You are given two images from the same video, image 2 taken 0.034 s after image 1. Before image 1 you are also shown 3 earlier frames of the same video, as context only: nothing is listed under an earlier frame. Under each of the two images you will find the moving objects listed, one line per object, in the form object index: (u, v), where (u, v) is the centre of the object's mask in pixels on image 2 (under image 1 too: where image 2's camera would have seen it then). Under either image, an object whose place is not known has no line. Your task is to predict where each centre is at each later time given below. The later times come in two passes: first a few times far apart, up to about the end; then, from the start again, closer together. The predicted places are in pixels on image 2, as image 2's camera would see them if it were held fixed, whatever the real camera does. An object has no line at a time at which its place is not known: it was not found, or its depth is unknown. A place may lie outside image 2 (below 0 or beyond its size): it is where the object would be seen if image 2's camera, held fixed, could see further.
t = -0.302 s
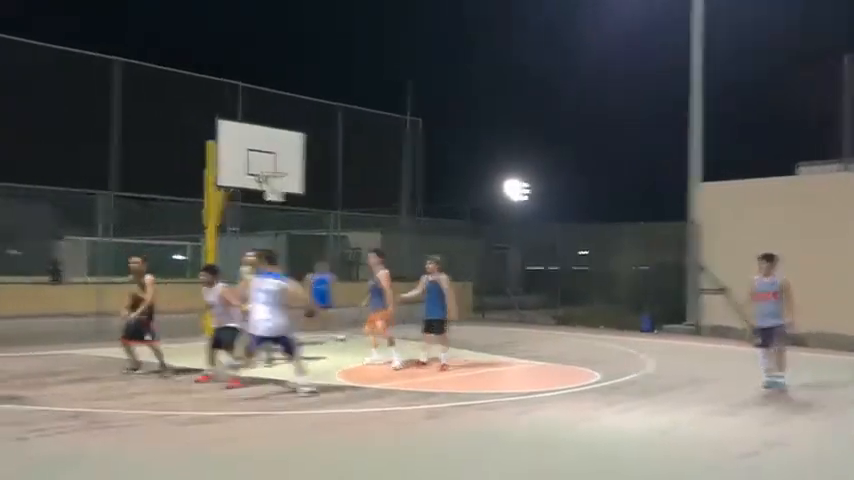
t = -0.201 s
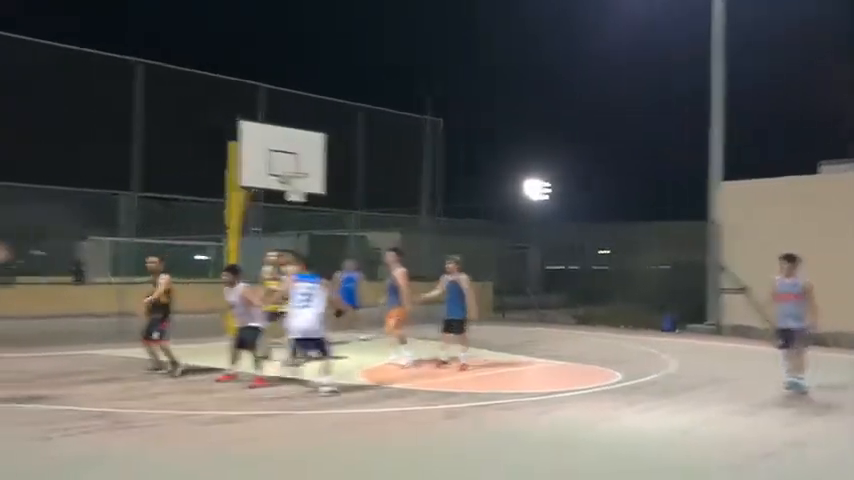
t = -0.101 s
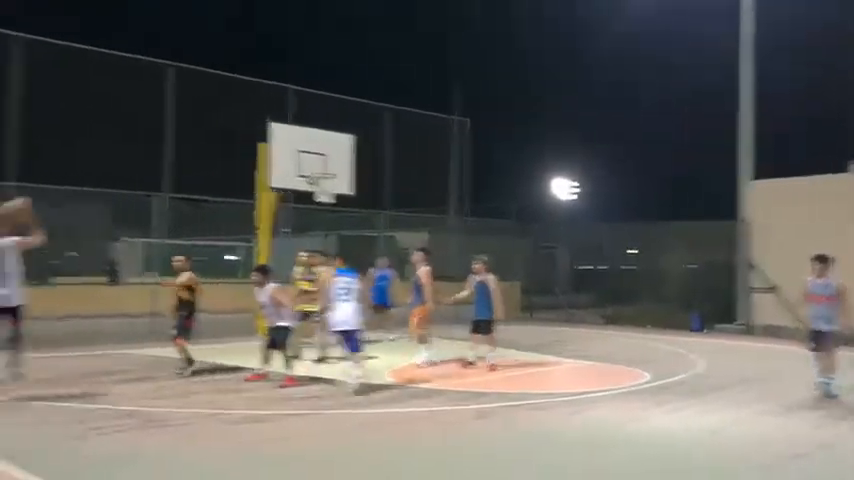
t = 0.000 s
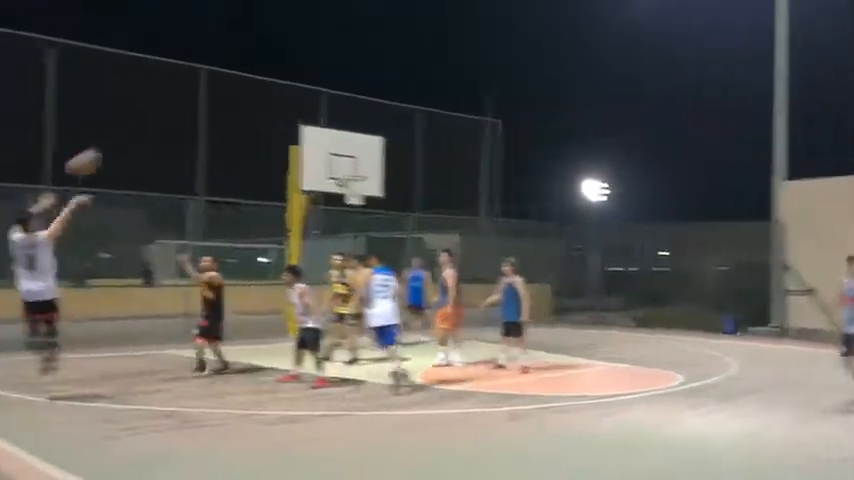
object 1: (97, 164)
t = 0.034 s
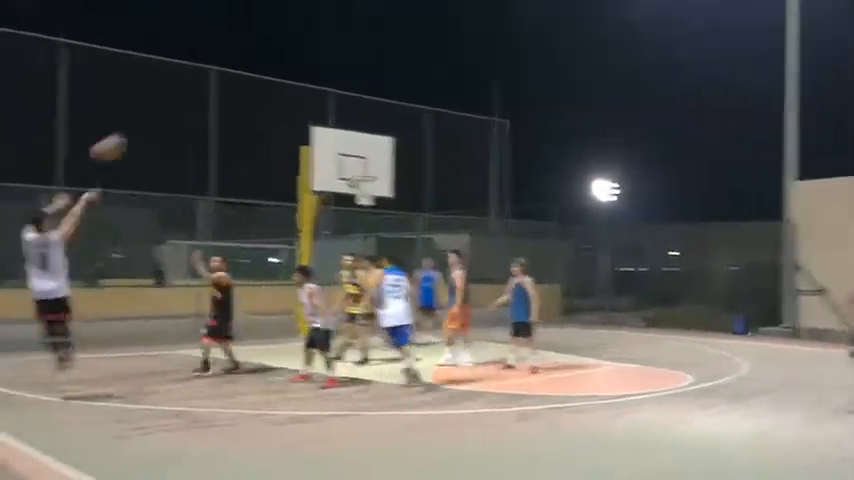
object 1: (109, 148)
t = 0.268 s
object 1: (180, 78)
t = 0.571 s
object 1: (253, 58)
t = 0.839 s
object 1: (300, 87)
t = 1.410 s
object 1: (381, 184)
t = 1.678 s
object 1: (367, 196)
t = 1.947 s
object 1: (346, 224)
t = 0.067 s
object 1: (120, 134)
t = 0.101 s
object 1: (130, 122)
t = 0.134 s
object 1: (141, 111)
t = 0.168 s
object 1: (152, 101)
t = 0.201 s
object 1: (161, 92)
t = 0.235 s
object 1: (171, 84)
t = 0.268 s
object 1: (180, 78)
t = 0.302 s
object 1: (189, 73)
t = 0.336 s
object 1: (196, 68)
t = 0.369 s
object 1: (207, 64)
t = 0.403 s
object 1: (215, 61)
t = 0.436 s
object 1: (222, 59)
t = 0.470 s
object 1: (231, 57)
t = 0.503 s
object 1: (238, 57)
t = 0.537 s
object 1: (245, 57)
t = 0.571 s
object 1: (253, 58)
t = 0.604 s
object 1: (261, 61)
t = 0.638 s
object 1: (265, 62)
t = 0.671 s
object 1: (273, 64)
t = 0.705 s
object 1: (278, 68)
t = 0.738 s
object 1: (283, 71)
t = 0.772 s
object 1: (290, 77)
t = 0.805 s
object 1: (295, 81)
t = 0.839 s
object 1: (300, 87)
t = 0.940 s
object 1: (314, 107)
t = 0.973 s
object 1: (320, 114)
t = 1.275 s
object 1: (372, 186)
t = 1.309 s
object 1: (378, 188)
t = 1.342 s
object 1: (379, 190)
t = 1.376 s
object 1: (380, 186)
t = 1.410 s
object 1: (381, 184)
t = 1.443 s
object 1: (380, 184)
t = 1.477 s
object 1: (381, 185)
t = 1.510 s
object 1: (379, 187)
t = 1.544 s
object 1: (378, 191)
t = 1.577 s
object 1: (375, 193)
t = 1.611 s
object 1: (373, 194)
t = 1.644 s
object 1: (369, 194)
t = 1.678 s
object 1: (367, 196)
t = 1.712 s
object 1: (365, 196)
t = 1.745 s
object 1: (362, 197)
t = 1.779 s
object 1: (359, 197)
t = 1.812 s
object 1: (357, 202)
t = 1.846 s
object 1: (355, 209)
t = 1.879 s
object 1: (352, 213)
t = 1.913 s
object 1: (349, 218)
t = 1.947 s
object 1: (346, 224)
